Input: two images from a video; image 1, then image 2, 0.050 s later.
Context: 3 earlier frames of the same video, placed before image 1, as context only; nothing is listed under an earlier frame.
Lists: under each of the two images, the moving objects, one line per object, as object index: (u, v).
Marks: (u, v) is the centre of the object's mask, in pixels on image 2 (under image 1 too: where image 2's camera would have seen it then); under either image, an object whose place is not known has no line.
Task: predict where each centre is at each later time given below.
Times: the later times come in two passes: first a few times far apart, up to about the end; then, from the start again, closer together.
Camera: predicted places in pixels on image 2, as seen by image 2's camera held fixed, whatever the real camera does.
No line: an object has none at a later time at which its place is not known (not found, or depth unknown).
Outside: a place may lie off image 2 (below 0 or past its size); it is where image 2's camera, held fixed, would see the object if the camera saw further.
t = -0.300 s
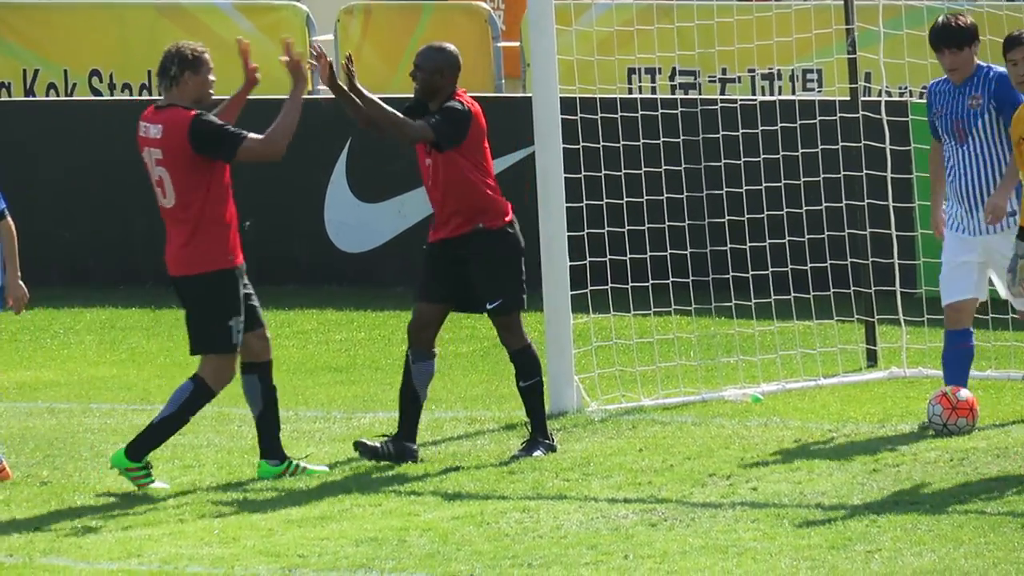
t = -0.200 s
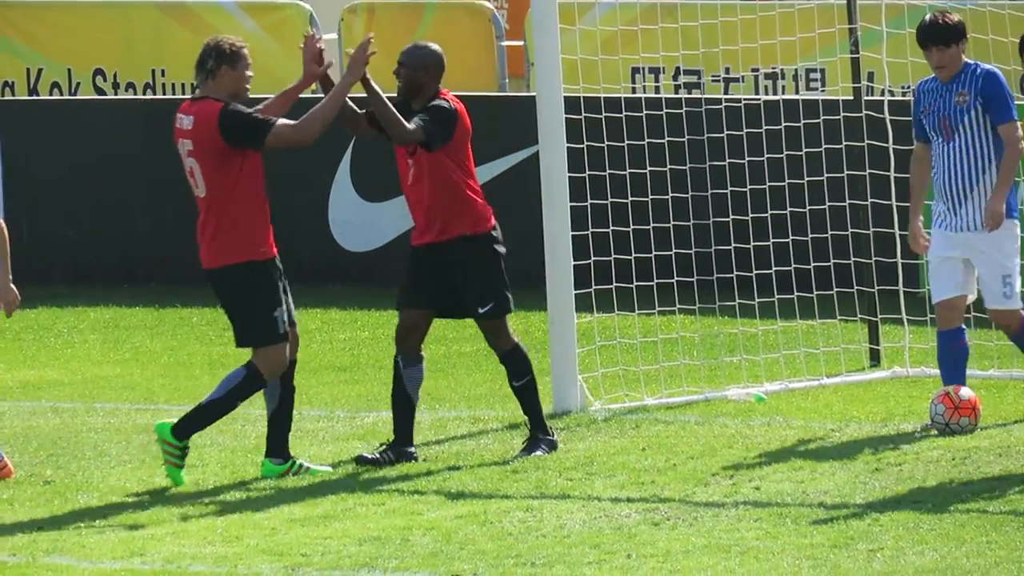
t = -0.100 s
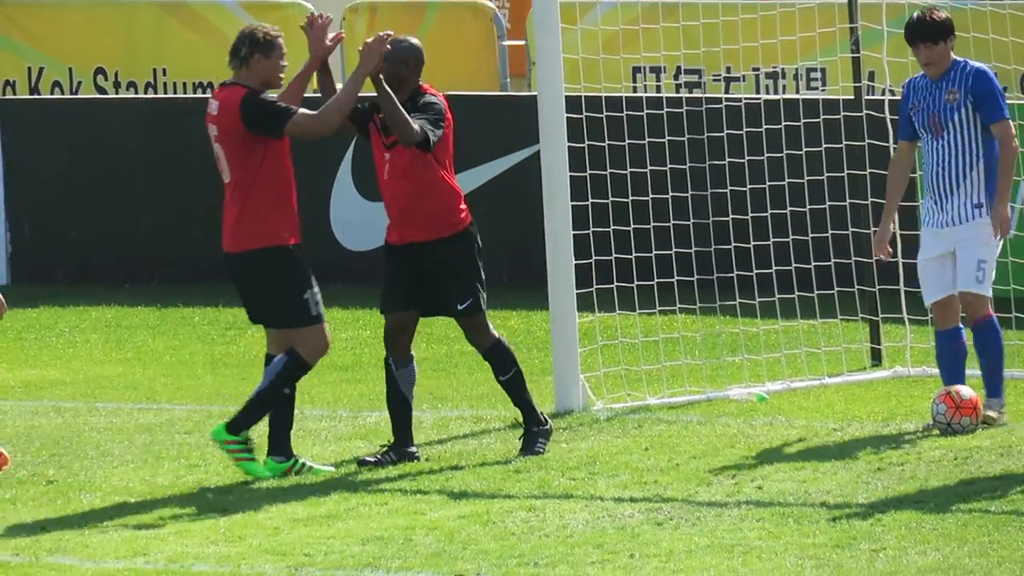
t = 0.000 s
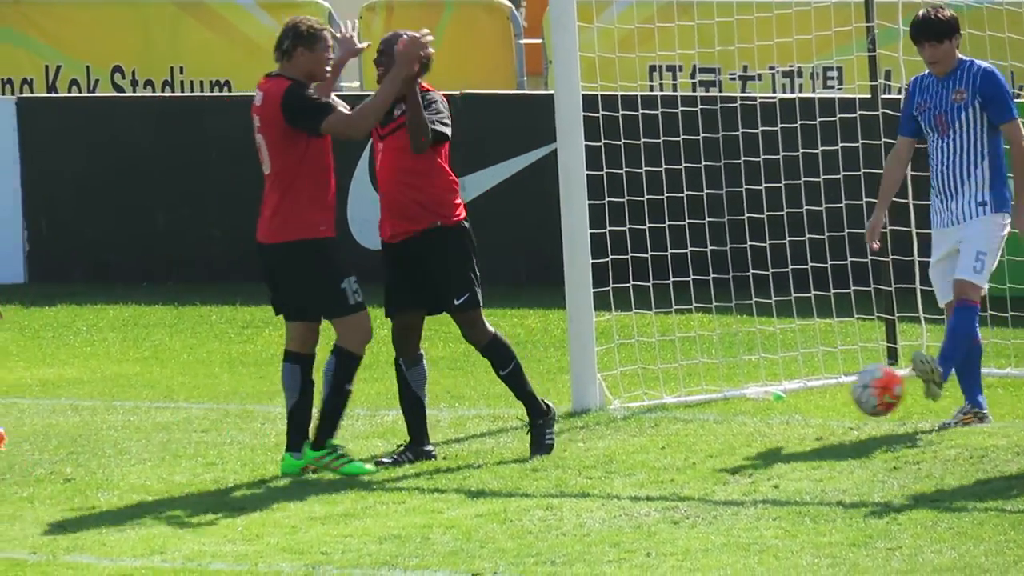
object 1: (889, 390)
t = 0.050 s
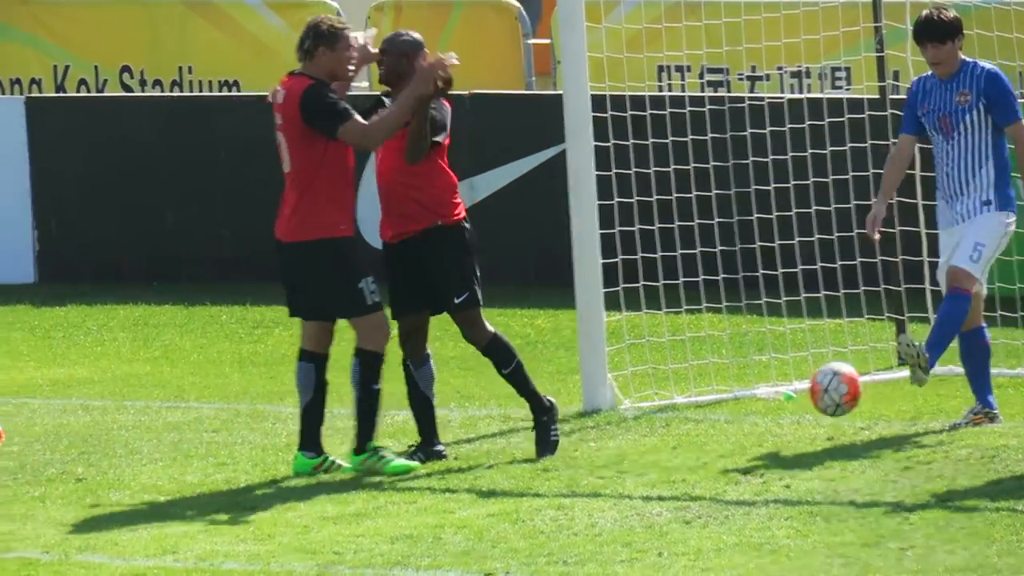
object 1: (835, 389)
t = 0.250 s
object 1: (630, 451)
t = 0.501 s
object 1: (435, 497)
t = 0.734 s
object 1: (277, 542)
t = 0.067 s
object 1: (818, 390)
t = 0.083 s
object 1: (801, 392)
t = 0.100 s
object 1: (785, 394)
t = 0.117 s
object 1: (766, 398)
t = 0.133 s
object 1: (749, 402)
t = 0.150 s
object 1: (731, 407)
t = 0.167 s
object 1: (714, 412)
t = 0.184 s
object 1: (698, 419)
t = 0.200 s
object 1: (680, 426)
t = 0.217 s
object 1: (664, 433)
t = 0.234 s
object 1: (647, 441)
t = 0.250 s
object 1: (630, 451)
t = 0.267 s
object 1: (613, 461)
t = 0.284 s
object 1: (596, 472)
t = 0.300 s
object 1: (580, 484)
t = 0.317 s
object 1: (563, 493)
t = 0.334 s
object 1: (551, 491)
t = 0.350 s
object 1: (539, 489)
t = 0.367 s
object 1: (528, 487)
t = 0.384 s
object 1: (516, 486)
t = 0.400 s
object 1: (505, 485)
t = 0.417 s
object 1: (493, 485)
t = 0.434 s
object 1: (481, 486)
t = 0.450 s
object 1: (469, 488)
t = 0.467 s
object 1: (458, 490)
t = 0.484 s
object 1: (446, 494)
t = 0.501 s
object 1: (435, 497)
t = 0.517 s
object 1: (423, 502)
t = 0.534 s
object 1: (412, 508)
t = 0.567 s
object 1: (389, 521)
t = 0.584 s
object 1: (378, 528)
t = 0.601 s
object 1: (366, 537)
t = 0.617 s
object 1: (354, 543)
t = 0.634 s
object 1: (344, 543)
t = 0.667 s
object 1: (322, 540)
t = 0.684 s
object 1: (311, 539)
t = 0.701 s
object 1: (299, 539)
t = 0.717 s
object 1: (288, 540)
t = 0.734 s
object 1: (277, 542)
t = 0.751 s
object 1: (266, 545)
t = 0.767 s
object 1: (255, 548)
